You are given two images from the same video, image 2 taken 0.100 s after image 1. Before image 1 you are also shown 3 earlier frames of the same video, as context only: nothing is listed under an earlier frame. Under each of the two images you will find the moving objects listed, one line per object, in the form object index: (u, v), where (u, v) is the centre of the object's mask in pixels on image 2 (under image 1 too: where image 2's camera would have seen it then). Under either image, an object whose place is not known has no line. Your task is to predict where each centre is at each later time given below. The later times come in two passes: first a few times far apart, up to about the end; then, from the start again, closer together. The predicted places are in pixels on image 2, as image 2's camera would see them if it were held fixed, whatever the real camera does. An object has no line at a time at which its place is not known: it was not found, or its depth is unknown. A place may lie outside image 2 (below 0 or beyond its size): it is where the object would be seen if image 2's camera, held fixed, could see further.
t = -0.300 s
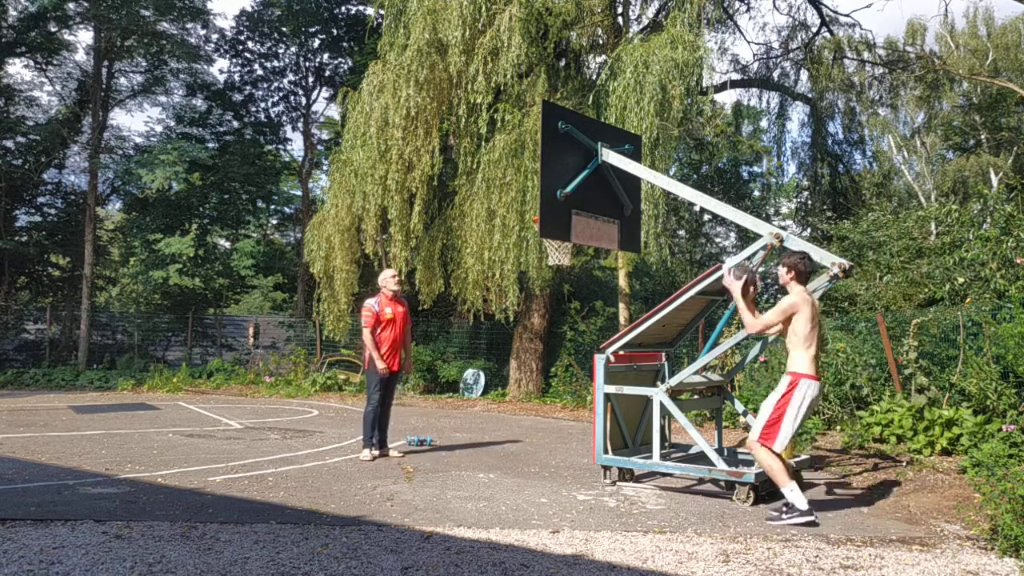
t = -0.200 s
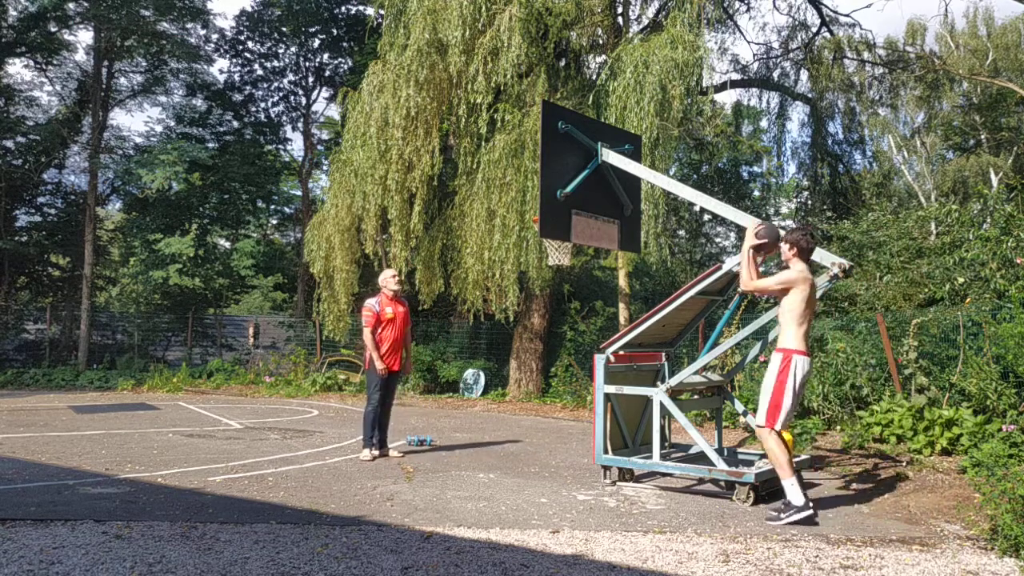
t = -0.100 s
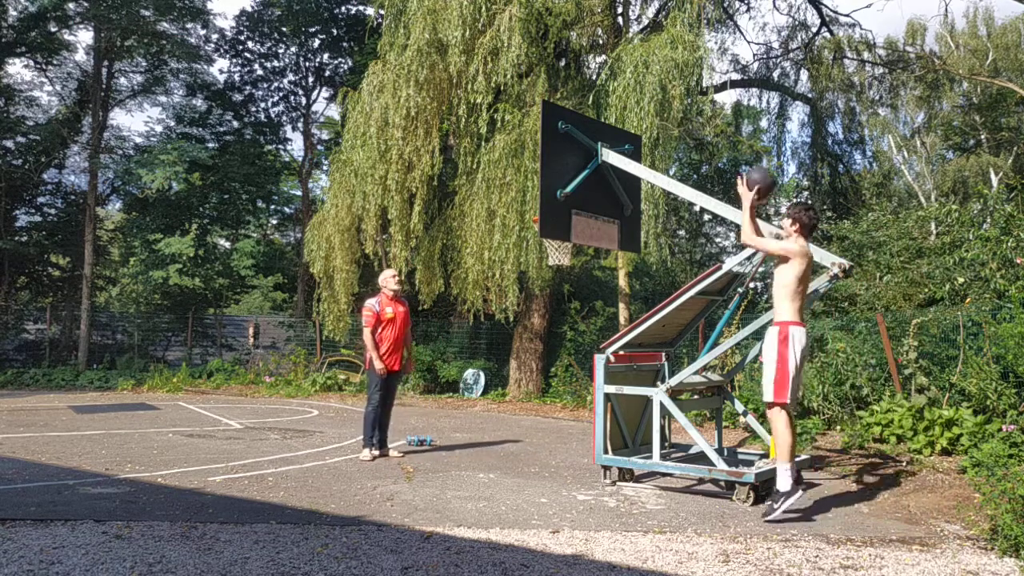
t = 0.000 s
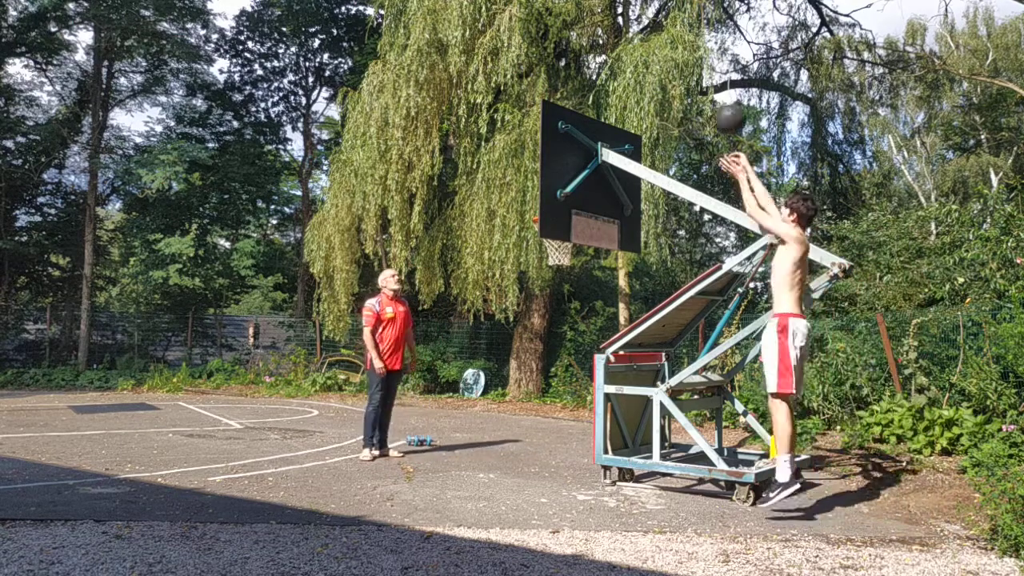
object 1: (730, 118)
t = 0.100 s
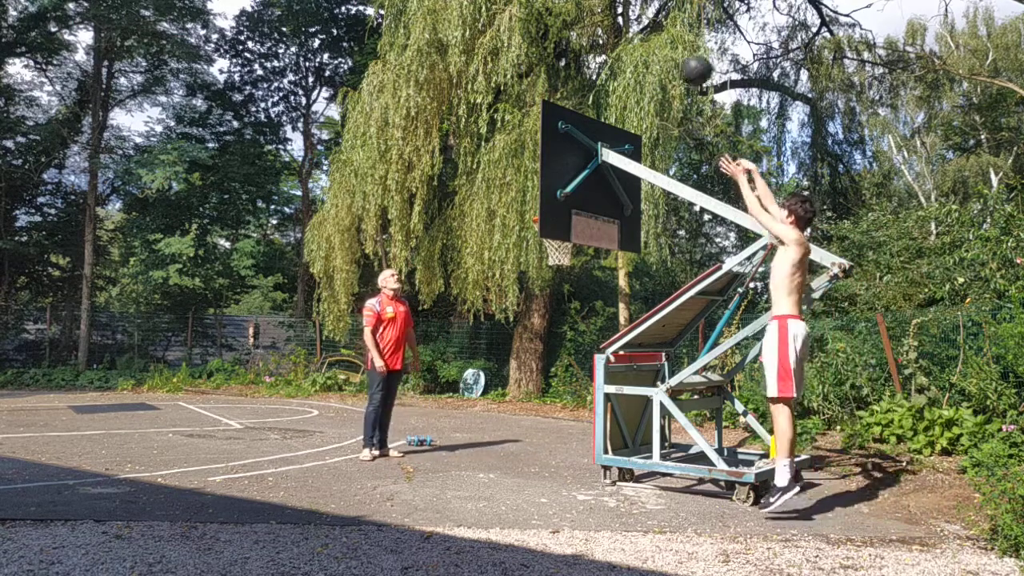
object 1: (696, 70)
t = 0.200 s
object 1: (665, 37)
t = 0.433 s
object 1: (595, 8)
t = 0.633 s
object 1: (541, 26)
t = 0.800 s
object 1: (499, 77)
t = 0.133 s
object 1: (685, 57)
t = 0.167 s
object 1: (675, 46)
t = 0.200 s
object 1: (665, 37)
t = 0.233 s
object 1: (653, 27)
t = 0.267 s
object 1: (642, 20)
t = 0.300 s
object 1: (634, 14)
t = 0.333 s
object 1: (624, 11)
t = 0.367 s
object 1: (614, 9)
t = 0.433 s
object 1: (595, 8)
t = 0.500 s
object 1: (577, 10)
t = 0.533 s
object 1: (568, 11)
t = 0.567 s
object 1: (559, 15)
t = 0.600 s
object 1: (550, 21)
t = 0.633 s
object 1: (541, 26)
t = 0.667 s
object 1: (534, 35)
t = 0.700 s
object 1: (525, 44)
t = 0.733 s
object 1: (516, 54)
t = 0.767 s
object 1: (509, 65)
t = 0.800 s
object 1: (499, 77)
